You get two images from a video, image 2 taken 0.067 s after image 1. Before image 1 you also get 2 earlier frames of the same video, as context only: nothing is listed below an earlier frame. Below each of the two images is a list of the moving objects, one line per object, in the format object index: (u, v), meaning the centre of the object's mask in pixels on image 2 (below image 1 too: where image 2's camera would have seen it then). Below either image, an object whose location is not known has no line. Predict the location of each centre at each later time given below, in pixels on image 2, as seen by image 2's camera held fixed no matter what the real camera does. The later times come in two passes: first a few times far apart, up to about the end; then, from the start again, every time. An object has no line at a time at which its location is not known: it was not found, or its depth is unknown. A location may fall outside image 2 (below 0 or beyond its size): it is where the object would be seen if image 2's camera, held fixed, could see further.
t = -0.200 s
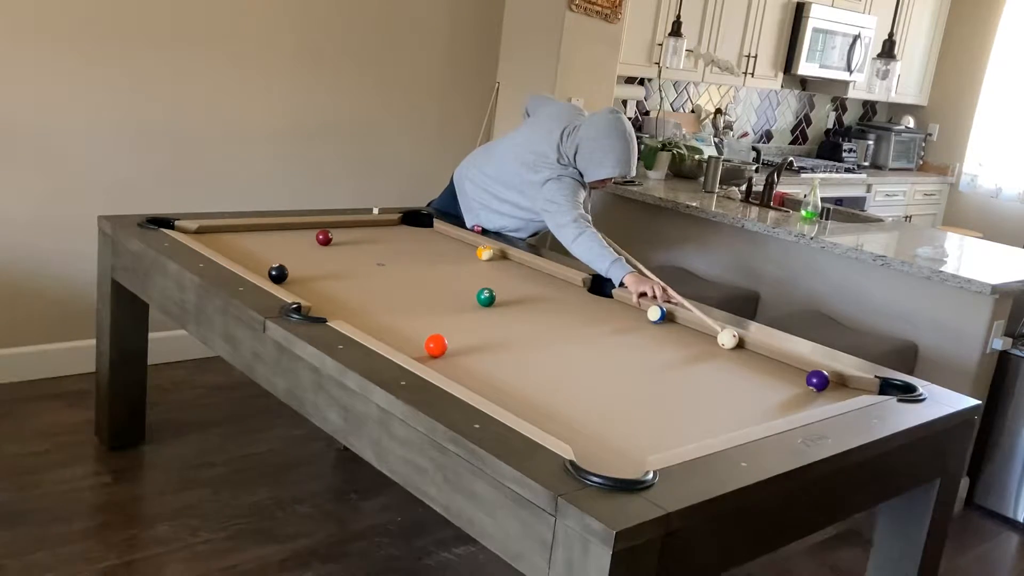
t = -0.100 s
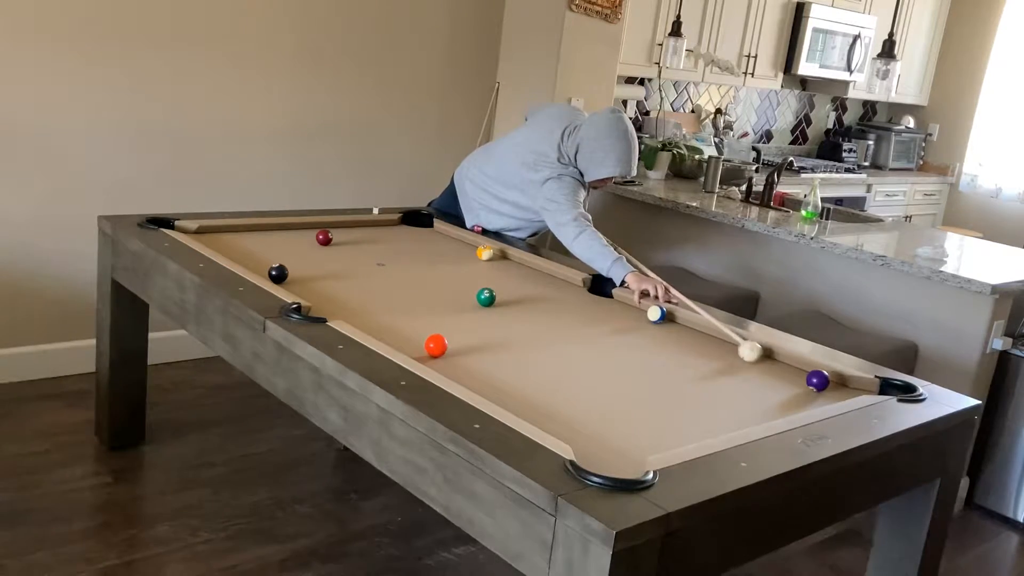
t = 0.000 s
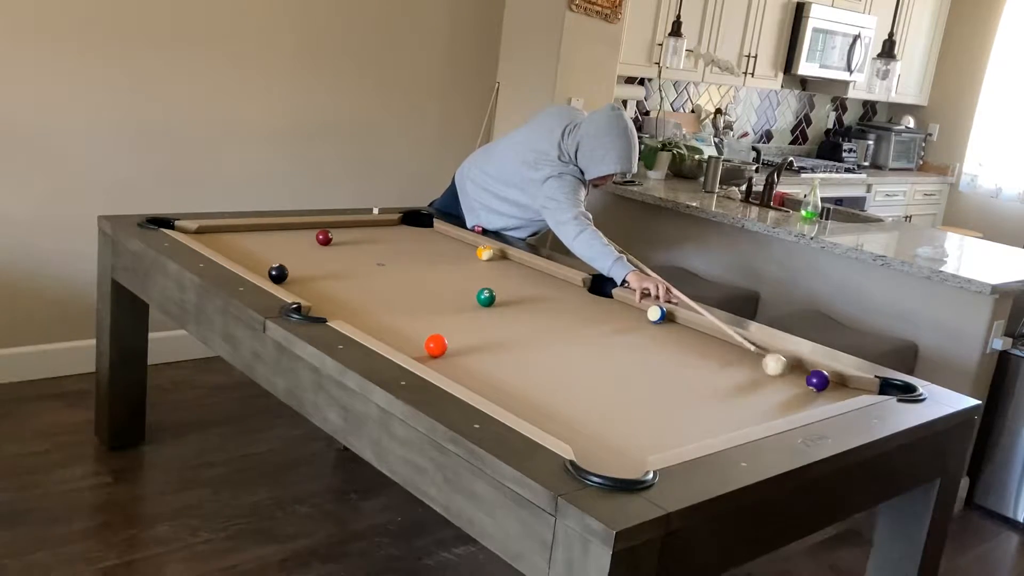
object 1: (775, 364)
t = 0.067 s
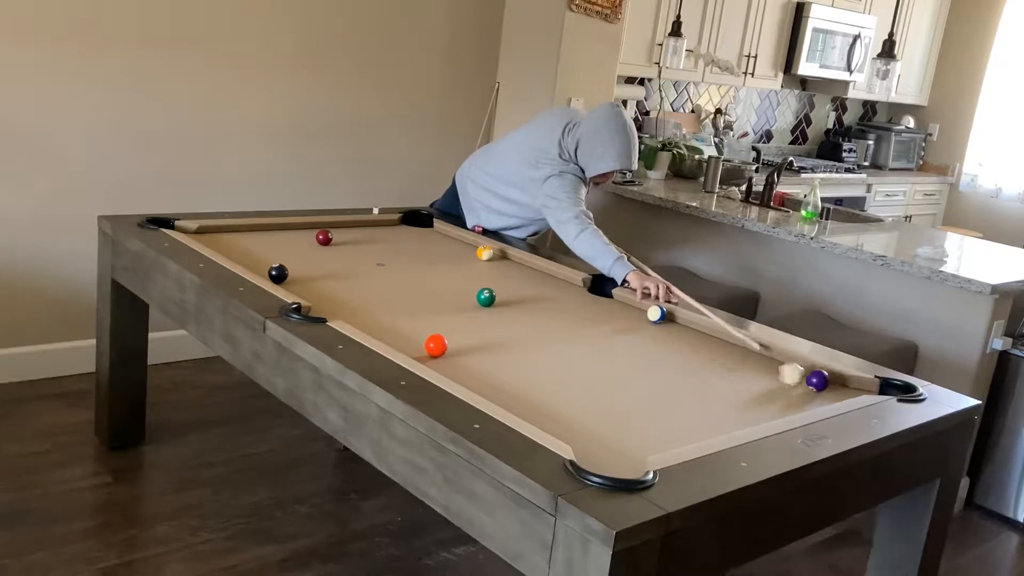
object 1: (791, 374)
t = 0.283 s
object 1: (804, 395)
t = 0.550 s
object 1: (780, 403)
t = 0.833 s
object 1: (737, 397)
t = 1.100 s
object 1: (698, 393)
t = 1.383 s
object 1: (660, 389)
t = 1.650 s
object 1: (626, 385)
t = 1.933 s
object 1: (594, 381)
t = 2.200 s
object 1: (566, 377)
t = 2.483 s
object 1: (539, 374)
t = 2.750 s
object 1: (516, 370)
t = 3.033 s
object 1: (496, 367)
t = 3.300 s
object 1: (478, 364)
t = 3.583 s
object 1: (463, 362)
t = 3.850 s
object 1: (452, 360)
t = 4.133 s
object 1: (442, 358)
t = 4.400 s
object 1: (436, 357)
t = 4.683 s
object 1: (432, 356)
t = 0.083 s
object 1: (794, 375)
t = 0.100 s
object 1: (794, 377)
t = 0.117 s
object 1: (795, 379)
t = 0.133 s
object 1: (795, 380)
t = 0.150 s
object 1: (796, 381)
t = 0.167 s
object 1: (797, 383)
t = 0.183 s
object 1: (798, 384)
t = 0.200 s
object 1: (799, 387)
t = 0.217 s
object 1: (800, 388)
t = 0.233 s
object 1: (801, 390)
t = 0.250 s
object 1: (802, 391)
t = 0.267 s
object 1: (803, 394)
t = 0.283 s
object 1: (804, 395)
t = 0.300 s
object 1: (805, 397)
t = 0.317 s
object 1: (805, 398)
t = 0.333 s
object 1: (807, 400)
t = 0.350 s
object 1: (808, 401)
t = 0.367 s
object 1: (809, 402)
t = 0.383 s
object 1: (808, 402)
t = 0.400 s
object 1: (805, 403)
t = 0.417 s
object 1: (801, 403)
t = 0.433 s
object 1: (799, 403)
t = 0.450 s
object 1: (796, 403)
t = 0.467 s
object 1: (793, 403)
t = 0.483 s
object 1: (791, 403)
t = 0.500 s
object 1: (788, 403)
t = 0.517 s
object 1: (785, 403)
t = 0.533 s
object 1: (782, 402)
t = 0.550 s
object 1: (780, 403)
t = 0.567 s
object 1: (778, 402)
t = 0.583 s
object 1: (775, 402)
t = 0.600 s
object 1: (772, 401)
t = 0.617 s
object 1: (770, 401)
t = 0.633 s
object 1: (767, 401)
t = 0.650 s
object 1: (764, 401)
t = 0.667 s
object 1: (763, 400)
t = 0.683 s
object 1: (760, 400)
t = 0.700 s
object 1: (757, 400)
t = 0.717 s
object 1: (754, 399)
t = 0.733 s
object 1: (752, 399)
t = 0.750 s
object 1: (749, 399)
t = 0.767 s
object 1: (747, 399)
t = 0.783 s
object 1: (744, 398)
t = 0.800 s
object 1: (742, 398)
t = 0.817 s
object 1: (739, 397)
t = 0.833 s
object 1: (737, 397)
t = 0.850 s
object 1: (734, 397)
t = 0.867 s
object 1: (732, 396)
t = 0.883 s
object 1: (729, 396)
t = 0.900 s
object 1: (727, 396)
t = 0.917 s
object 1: (725, 396)
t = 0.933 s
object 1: (722, 396)
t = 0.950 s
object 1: (720, 395)
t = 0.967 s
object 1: (717, 395)
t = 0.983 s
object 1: (715, 395)
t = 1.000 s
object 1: (713, 395)
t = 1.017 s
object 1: (710, 394)
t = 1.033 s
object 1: (707, 394)
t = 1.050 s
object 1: (705, 394)
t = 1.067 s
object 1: (702, 394)
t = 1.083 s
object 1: (700, 394)
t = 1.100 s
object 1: (698, 393)
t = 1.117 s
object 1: (696, 393)
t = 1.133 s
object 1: (694, 393)
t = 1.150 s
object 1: (691, 392)
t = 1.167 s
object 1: (689, 392)
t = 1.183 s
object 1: (687, 392)
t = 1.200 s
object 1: (684, 392)
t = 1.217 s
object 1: (682, 391)
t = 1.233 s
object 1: (680, 391)
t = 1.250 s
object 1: (677, 391)
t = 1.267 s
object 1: (675, 391)
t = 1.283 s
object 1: (673, 391)
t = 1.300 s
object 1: (671, 390)
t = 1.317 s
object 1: (668, 390)
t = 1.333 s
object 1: (666, 390)
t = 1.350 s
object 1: (664, 389)
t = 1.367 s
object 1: (662, 389)
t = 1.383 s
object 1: (660, 389)
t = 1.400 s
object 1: (658, 389)
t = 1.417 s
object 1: (655, 388)
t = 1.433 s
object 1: (653, 388)
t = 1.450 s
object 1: (651, 388)
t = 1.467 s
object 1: (649, 388)
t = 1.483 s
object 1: (647, 387)
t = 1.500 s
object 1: (645, 387)
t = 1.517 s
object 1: (643, 387)
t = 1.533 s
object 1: (641, 386)
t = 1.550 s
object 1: (639, 386)
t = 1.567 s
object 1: (637, 386)
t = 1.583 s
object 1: (634, 386)
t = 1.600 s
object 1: (632, 385)
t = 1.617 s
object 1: (630, 385)
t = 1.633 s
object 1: (628, 385)
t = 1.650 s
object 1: (626, 385)
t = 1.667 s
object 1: (624, 384)
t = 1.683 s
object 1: (622, 384)
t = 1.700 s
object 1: (620, 384)
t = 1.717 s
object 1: (619, 384)
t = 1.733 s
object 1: (617, 384)
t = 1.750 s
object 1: (614, 383)
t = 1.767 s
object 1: (612, 383)
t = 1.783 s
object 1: (611, 383)
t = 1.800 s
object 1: (609, 382)
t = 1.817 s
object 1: (607, 382)
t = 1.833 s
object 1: (605, 382)
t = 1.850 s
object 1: (603, 382)
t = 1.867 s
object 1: (601, 381)
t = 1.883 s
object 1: (600, 381)
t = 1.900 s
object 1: (597, 381)
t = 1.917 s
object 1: (596, 381)
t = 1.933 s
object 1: (594, 381)
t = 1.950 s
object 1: (592, 380)
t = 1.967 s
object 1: (590, 380)
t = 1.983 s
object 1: (589, 380)
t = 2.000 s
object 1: (586, 380)
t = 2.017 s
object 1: (585, 379)
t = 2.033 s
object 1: (583, 379)
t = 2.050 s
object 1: (581, 379)
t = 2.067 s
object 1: (580, 379)
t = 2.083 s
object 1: (578, 379)
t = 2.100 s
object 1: (576, 378)
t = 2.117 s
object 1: (574, 378)
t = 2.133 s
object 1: (573, 378)
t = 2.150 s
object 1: (571, 378)
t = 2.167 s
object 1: (569, 378)
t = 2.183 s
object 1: (567, 377)
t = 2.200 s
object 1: (566, 377)
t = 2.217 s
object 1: (564, 377)
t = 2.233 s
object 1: (563, 376)
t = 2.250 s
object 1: (561, 376)
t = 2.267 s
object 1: (559, 376)
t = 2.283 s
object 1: (558, 376)
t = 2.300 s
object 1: (556, 376)
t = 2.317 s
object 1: (554, 376)
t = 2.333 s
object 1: (553, 375)
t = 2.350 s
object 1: (551, 375)
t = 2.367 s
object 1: (550, 375)
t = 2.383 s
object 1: (548, 375)
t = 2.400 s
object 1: (547, 375)
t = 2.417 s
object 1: (545, 374)
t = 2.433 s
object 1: (544, 374)
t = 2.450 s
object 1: (543, 374)
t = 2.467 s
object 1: (541, 374)
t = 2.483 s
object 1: (539, 374)
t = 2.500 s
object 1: (538, 374)
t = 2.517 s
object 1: (536, 373)
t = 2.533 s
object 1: (535, 373)
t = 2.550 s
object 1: (533, 373)
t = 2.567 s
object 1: (532, 373)
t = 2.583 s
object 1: (530, 372)
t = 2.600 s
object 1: (529, 372)
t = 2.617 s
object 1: (527, 372)
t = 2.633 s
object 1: (526, 372)
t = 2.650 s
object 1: (525, 372)
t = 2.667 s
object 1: (523, 371)
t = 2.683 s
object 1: (522, 371)
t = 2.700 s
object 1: (520, 371)
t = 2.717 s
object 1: (519, 370)
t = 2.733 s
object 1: (517, 371)
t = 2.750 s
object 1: (516, 370)
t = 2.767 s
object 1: (515, 370)
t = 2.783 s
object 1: (514, 370)
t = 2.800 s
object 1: (512, 370)
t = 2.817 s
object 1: (511, 370)
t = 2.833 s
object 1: (510, 369)
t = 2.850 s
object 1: (508, 369)
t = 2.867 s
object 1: (507, 368)
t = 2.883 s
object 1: (506, 368)
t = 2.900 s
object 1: (504, 368)
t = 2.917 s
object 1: (503, 368)
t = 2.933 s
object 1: (502, 368)
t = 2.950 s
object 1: (501, 368)
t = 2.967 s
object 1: (500, 368)
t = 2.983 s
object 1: (499, 367)
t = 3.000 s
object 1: (498, 367)
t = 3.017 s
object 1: (497, 367)
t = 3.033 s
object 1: (496, 367)
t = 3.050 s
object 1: (494, 367)
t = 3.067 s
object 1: (493, 367)
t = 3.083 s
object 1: (492, 366)
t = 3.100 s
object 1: (491, 366)
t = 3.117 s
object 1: (490, 366)
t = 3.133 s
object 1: (489, 366)
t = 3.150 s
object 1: (488, 366)
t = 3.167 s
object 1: (486, 366)
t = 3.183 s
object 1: (485, 365)
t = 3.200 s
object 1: (484, 365)
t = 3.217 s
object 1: (483, 365)
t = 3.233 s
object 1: (482, 365)
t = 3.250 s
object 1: (481, 365)
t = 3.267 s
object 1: (480, 365)
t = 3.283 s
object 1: (479, 364)
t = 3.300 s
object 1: (478, 364)
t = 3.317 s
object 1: (478, 364)
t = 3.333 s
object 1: (476, 364)
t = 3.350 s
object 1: (475, 364)
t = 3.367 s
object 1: (474, 364)
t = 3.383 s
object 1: (473, 364)
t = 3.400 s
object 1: (472, 363)
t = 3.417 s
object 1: (472, 363)
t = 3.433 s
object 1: (471, 363)
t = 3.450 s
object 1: (470, 363)
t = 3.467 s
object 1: (469, 363)
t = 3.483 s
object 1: (468, 362)
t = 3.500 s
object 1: (467, 362)
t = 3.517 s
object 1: (466, 362)
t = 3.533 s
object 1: (466, 362)
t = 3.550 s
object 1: (465, 362)
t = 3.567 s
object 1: (464, 362)
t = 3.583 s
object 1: (463, 362)
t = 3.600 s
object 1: (462, 362)
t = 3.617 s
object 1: (461, 361)
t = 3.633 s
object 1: (461, 361)
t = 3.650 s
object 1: (460, 361)
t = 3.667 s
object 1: (459, 361)
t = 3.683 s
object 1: (458, 361)
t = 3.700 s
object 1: (457, 361)
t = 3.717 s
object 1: (457, 361)
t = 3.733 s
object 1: (456, 361)
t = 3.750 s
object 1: (455, 360)
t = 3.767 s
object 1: (455, 360)
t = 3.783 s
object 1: (454, 360)
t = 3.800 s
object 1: (454, 360)
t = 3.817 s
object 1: (453, 360)
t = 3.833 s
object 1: (452, 360)
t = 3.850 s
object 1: (452, 360)
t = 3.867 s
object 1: (451, 360)
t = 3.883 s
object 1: (450, 360)
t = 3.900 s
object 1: (450, 359)
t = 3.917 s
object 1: (449, 359)
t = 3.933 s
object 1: (449, 359)
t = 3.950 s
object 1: (448, 359)
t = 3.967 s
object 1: (447, 359)
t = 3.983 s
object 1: (447, 359)
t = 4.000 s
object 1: (446, 359)
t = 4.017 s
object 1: (446, 359)
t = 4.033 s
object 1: (445, 358)
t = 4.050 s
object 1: (445, 358)
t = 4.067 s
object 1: (444, 358)
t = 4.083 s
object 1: (444, 358)
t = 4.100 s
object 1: (443, 358)
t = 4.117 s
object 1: (443, 358)
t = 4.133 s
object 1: (442, 358)
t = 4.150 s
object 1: (442, 358)
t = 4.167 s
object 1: (441, 358)
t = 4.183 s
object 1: (441, 358)
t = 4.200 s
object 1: (441, 358)
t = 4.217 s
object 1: (440, 358)
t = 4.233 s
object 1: (440, 358)
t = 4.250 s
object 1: (439, 357)
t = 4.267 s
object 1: (439, 357)
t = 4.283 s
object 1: (439, 357)
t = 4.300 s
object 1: (438, 357)
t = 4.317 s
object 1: (438, 357)
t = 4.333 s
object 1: (438, 357)
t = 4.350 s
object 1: (437, 357)
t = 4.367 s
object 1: (437, 357)
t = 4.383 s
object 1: (437, 357)
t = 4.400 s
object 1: (436, 357)
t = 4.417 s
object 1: (436, 356)
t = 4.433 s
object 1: (436, 356)
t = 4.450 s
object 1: (435, 356)
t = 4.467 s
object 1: (435, 356)
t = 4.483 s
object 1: (435, 356)
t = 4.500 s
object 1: (434, 356)
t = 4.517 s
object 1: (434, 356)
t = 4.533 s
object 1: (434, 356)
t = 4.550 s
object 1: (434, 356)
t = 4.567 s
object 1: (434, 356)
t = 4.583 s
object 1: (434, 356)
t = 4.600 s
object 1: (433, 356)
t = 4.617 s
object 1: (433, 356)
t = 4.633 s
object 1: (433, 356)
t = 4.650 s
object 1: (433, 356)
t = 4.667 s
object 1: (433, 355)
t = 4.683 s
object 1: (432, 356)
